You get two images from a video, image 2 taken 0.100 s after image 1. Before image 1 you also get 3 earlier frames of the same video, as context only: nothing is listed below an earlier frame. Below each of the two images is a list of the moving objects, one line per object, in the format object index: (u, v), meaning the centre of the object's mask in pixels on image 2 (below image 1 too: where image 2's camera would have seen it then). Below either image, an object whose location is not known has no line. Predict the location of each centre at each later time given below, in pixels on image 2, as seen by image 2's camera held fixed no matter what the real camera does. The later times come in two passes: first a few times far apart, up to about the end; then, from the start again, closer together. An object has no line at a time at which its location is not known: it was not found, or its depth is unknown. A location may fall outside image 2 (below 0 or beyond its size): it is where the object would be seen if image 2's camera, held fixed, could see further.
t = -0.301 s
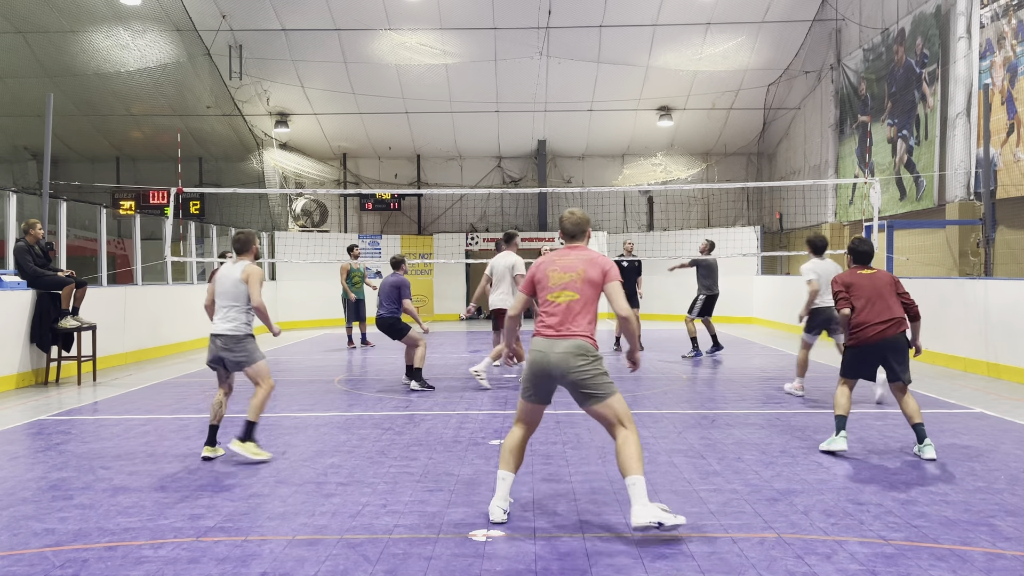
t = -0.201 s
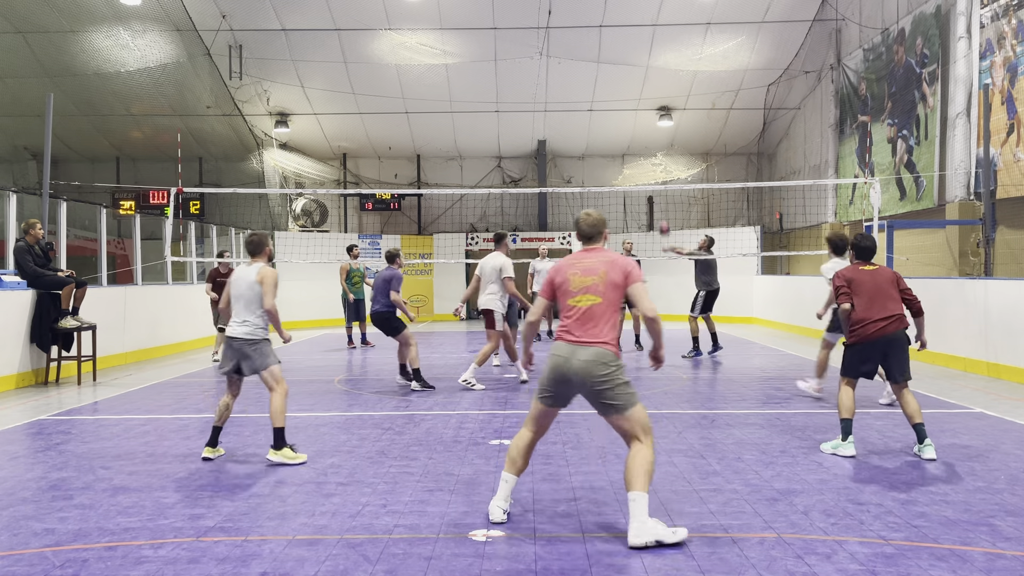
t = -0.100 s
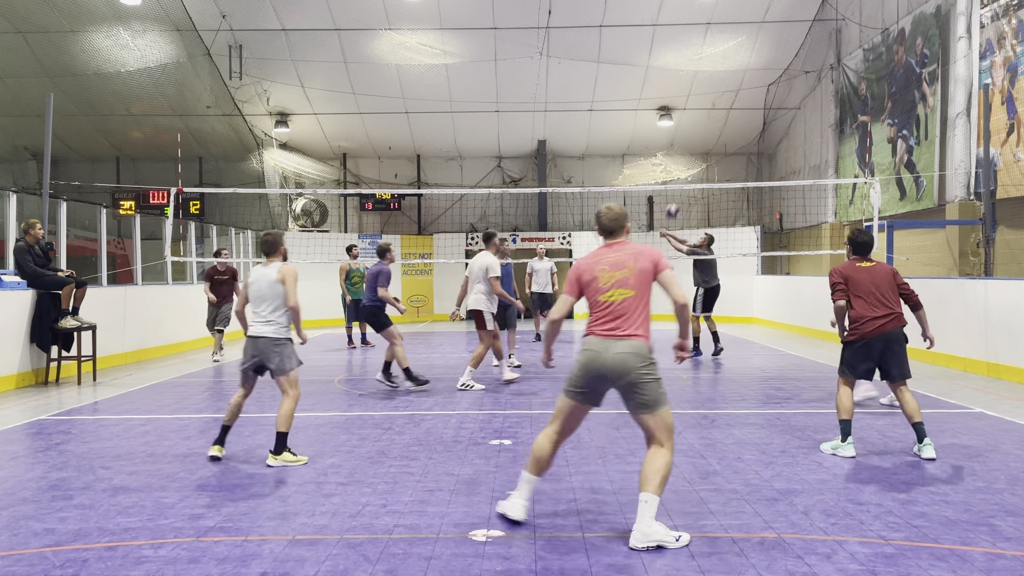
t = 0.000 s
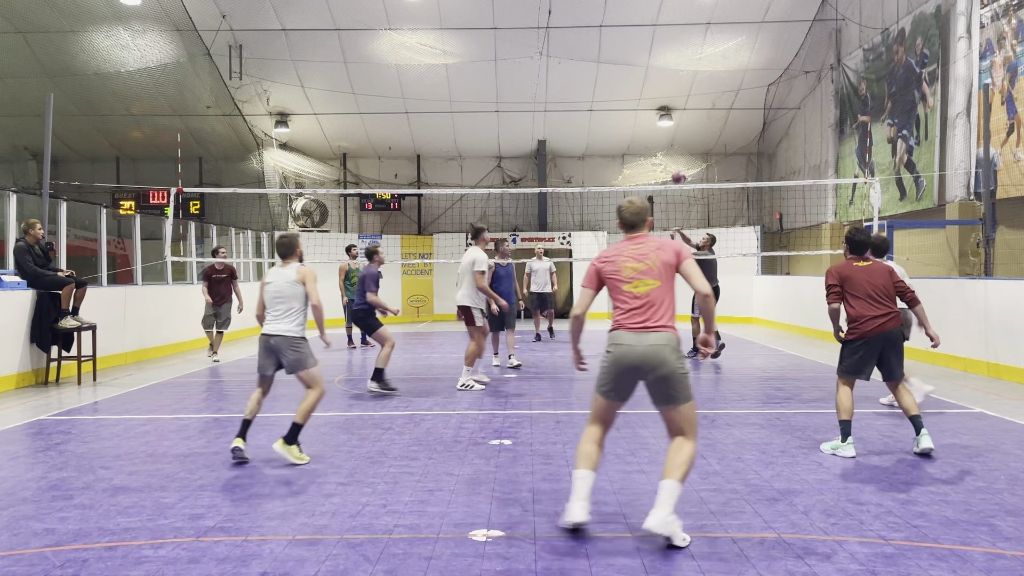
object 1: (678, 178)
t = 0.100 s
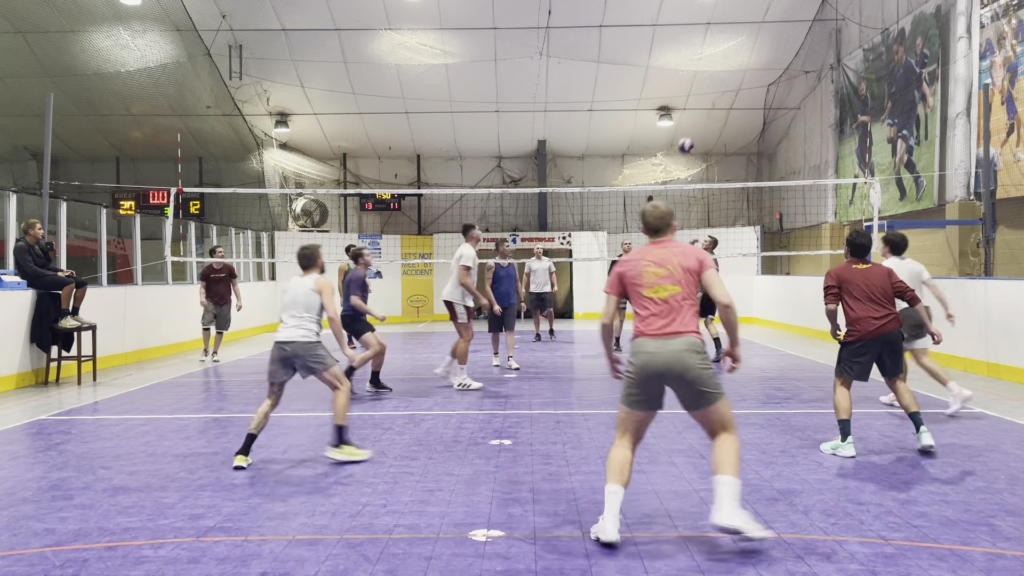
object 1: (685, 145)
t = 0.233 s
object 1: (698, 111)
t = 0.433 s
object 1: (721, 79)
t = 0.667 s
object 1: (759, 83)
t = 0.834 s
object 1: (796, 130)
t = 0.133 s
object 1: (689, 136)
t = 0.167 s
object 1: (692, 127)
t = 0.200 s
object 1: (695, 119)
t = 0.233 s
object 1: (698, 111)
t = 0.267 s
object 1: (701, 104)
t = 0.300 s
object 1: (705, 97)
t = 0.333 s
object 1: (709, 91)
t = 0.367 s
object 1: (713, 86)
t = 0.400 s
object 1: (717, 82)
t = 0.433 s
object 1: (721, 79)
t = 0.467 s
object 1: (726, 77)
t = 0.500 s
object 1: (731, 74)
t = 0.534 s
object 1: (736, 73)
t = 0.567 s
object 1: (741, 73)
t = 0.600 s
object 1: (746, 76)
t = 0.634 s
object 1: (753, 78)
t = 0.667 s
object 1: (759, 83)
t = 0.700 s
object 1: (765, 89)
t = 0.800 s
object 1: (787, 118)
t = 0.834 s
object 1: (796, 130)
